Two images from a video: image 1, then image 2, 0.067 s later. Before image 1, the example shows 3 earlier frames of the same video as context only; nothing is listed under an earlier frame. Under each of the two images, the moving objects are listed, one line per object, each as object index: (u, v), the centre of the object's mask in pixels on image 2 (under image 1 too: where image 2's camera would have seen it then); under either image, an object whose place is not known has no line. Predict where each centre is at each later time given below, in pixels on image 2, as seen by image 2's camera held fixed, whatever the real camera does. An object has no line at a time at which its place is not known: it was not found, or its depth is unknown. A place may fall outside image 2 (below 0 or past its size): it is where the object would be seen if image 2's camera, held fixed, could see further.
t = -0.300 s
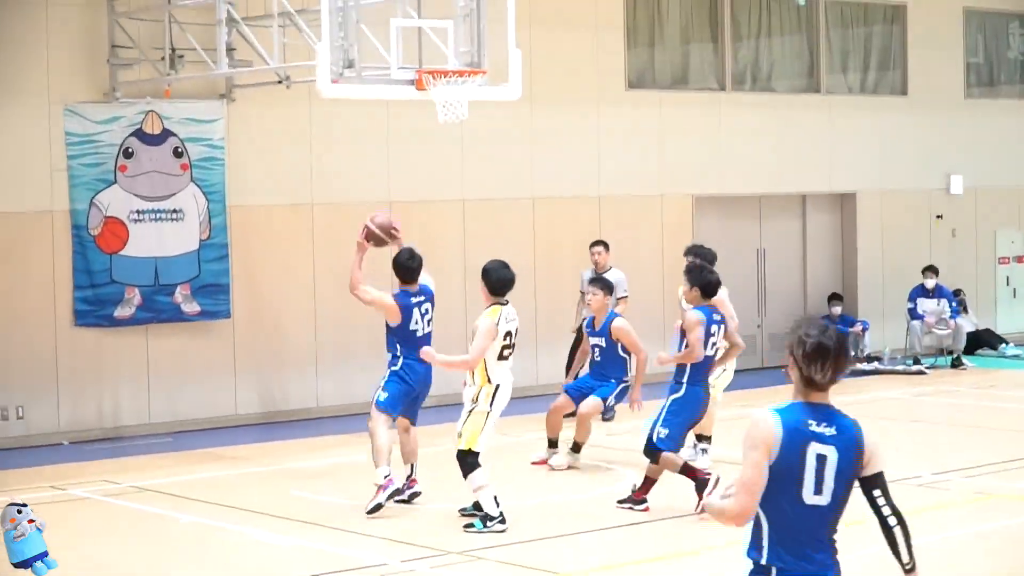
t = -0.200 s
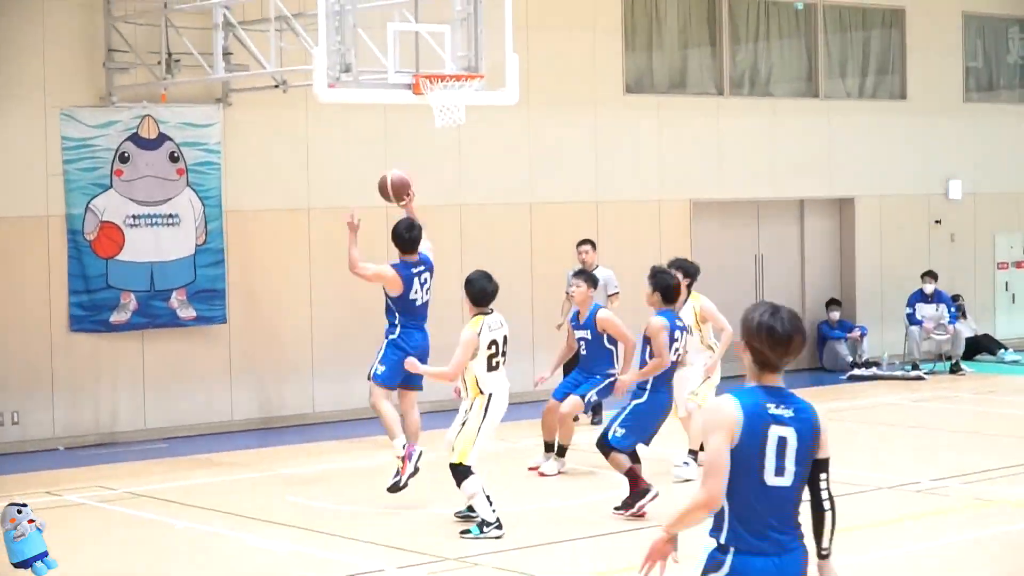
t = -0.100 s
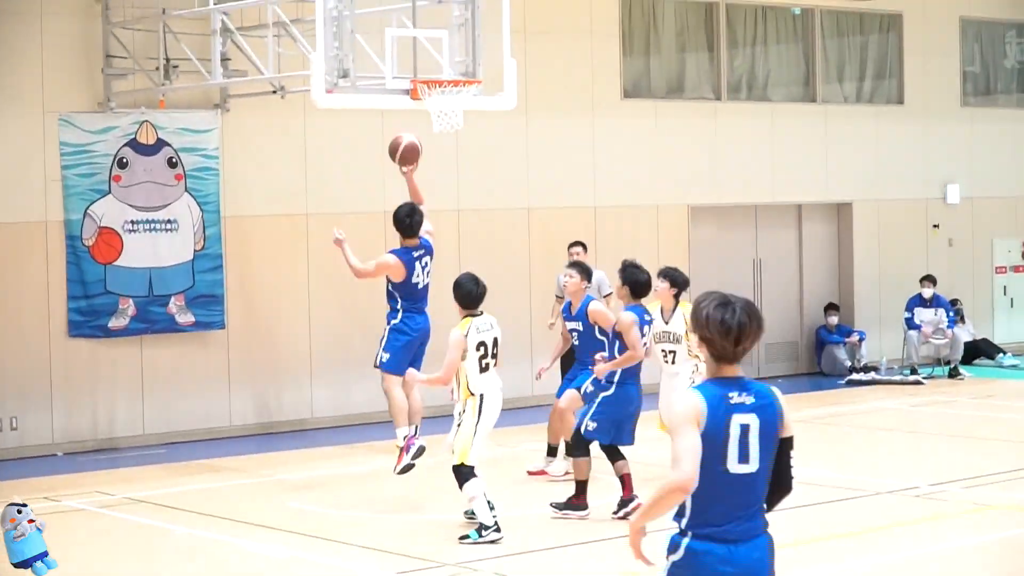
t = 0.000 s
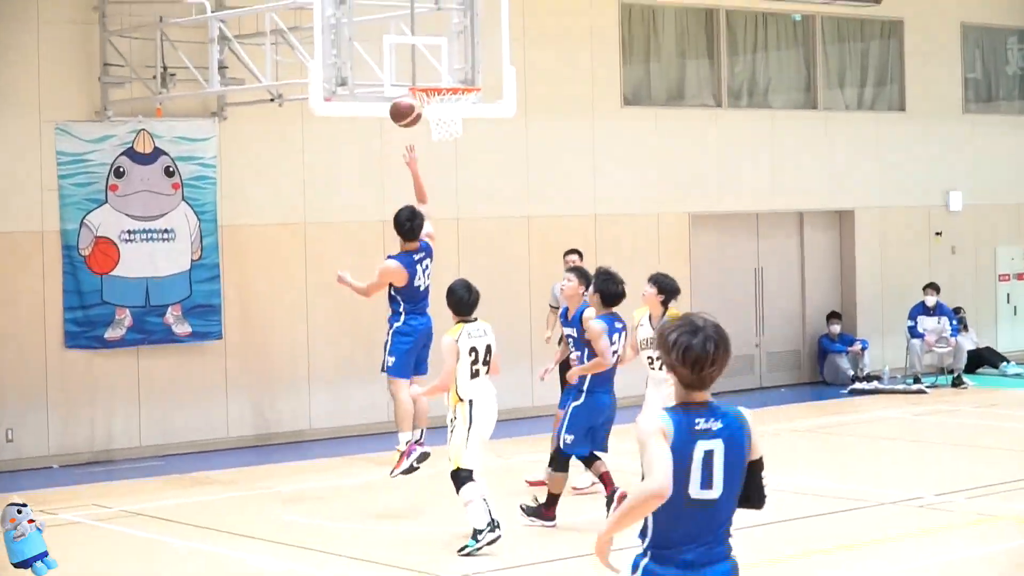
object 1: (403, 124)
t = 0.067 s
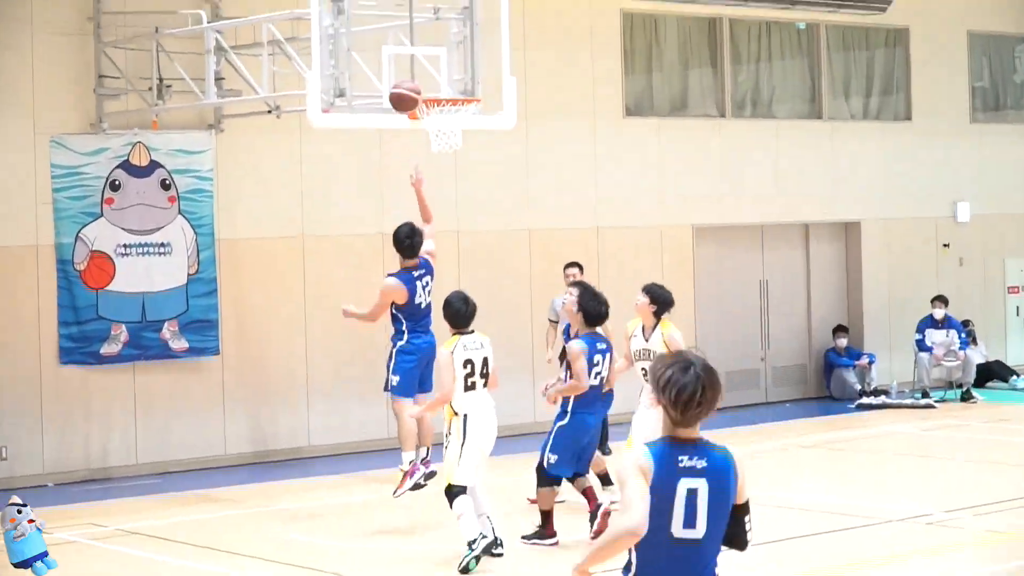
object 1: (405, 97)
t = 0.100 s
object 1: (406, 87)
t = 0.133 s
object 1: (407, 79)
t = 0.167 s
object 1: (407, 71)
